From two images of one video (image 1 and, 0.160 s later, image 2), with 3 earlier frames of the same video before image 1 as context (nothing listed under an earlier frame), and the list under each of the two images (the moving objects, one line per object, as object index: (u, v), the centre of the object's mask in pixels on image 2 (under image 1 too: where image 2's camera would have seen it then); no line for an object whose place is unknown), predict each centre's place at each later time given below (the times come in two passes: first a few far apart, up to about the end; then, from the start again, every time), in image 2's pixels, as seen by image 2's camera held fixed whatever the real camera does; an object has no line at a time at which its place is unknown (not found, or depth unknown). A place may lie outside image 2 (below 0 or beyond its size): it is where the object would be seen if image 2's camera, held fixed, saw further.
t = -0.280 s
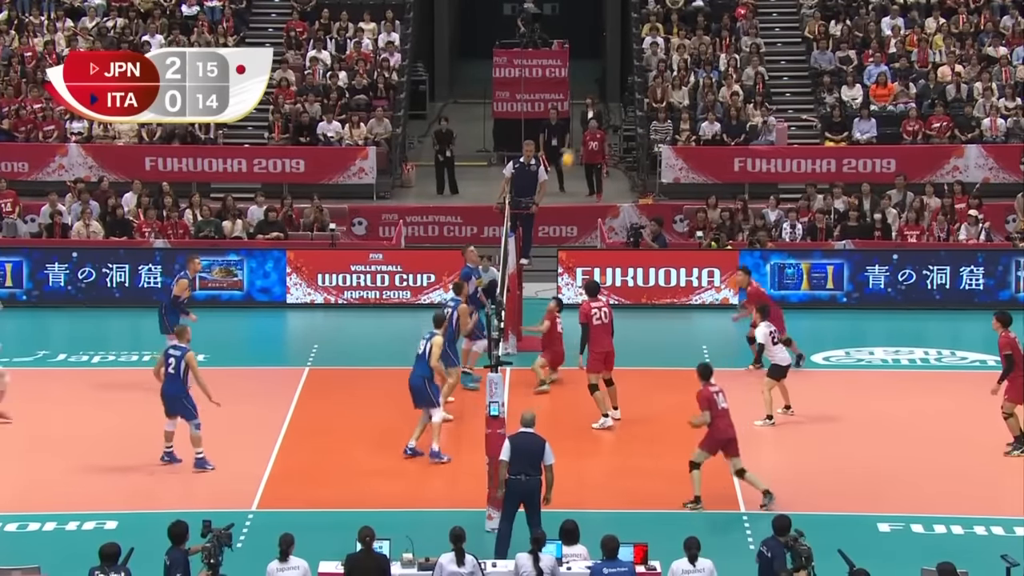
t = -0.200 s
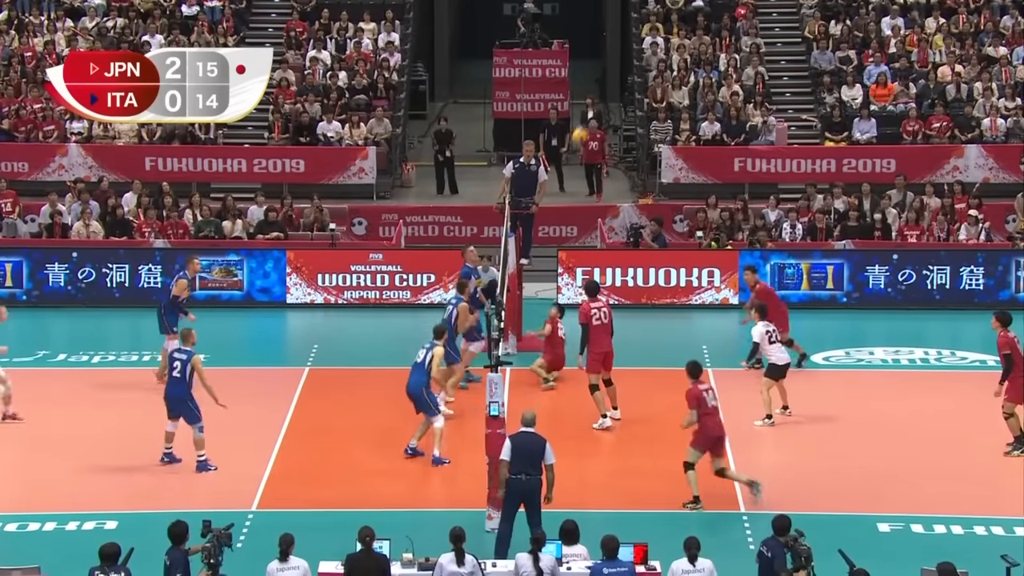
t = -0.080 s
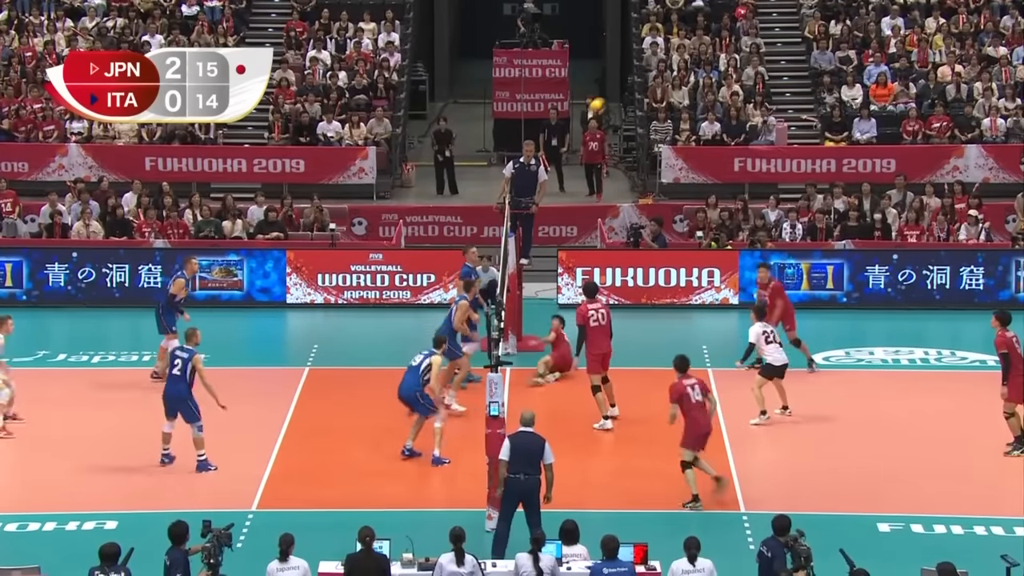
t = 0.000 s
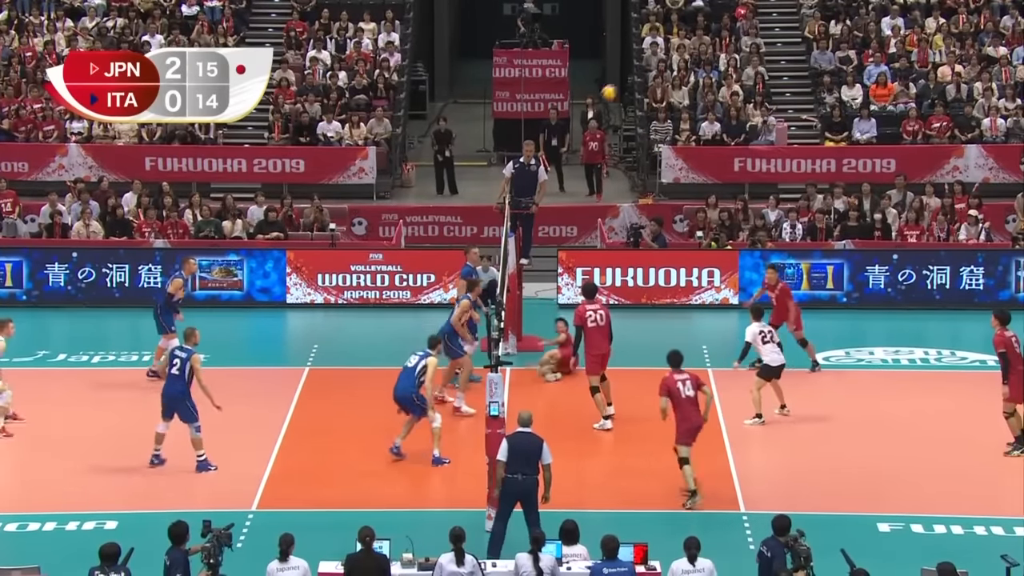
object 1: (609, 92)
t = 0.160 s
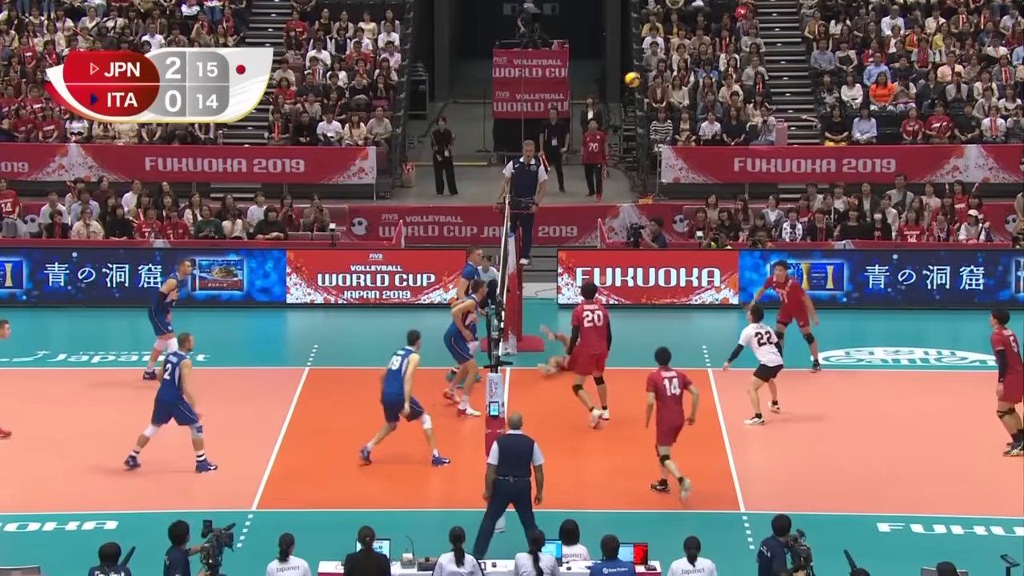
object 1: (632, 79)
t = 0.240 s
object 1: (643, 78)
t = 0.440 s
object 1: (672, 96)
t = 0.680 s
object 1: (707, 154)
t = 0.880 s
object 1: (733, 230)
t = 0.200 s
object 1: (638, 78)
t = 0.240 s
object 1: (643, 78)
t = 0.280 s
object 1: (649, 79)
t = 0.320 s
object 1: (656, 82)
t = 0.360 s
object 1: (661, 86)
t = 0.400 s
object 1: (667, 90)
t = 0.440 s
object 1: (672, 96)
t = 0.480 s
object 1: (678, 104)
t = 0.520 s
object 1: (684, 112)
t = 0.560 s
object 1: (690, 120)
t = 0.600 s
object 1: (696, 131)
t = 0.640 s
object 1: (702, 144)
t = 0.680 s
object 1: (707, 154)
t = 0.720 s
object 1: (712, 168)
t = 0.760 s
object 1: (717, 182)
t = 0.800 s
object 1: (722, 195)
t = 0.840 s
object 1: (728, 212)
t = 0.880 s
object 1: (733, 230)
